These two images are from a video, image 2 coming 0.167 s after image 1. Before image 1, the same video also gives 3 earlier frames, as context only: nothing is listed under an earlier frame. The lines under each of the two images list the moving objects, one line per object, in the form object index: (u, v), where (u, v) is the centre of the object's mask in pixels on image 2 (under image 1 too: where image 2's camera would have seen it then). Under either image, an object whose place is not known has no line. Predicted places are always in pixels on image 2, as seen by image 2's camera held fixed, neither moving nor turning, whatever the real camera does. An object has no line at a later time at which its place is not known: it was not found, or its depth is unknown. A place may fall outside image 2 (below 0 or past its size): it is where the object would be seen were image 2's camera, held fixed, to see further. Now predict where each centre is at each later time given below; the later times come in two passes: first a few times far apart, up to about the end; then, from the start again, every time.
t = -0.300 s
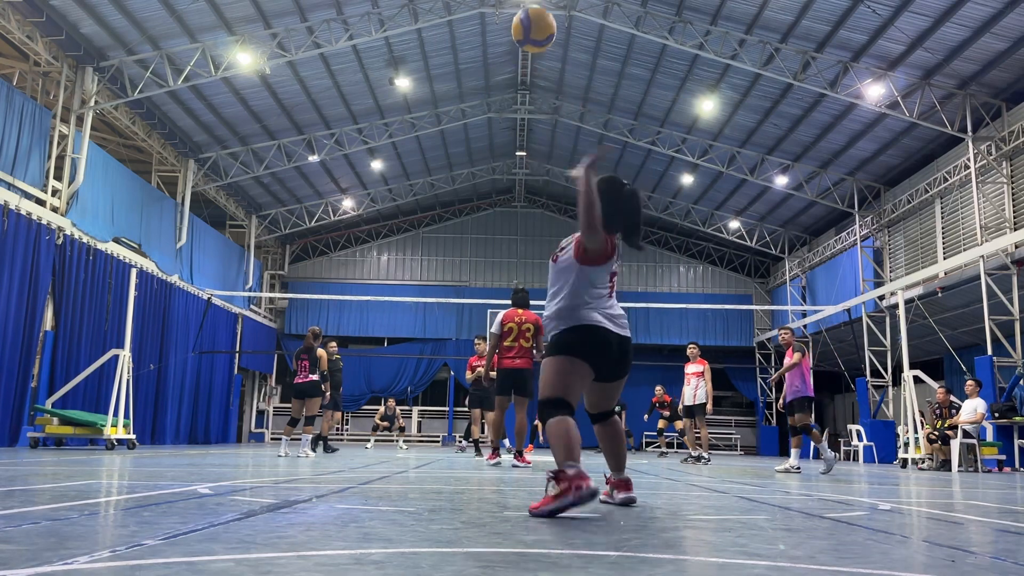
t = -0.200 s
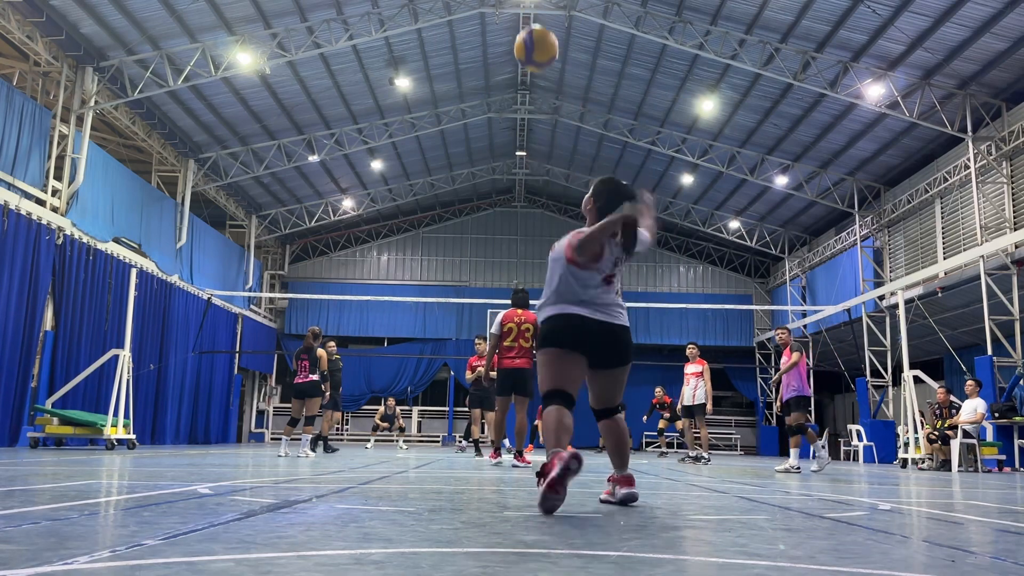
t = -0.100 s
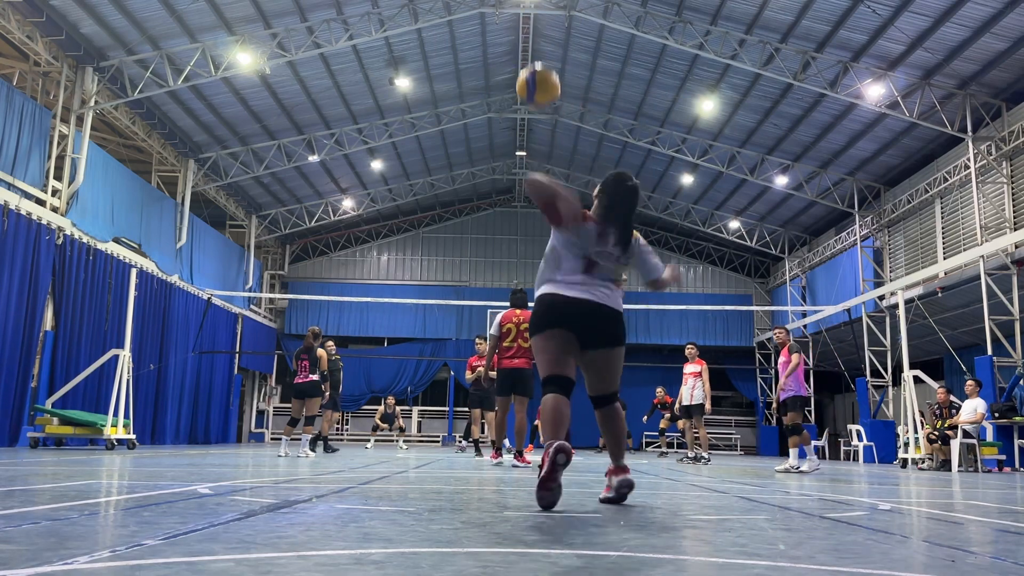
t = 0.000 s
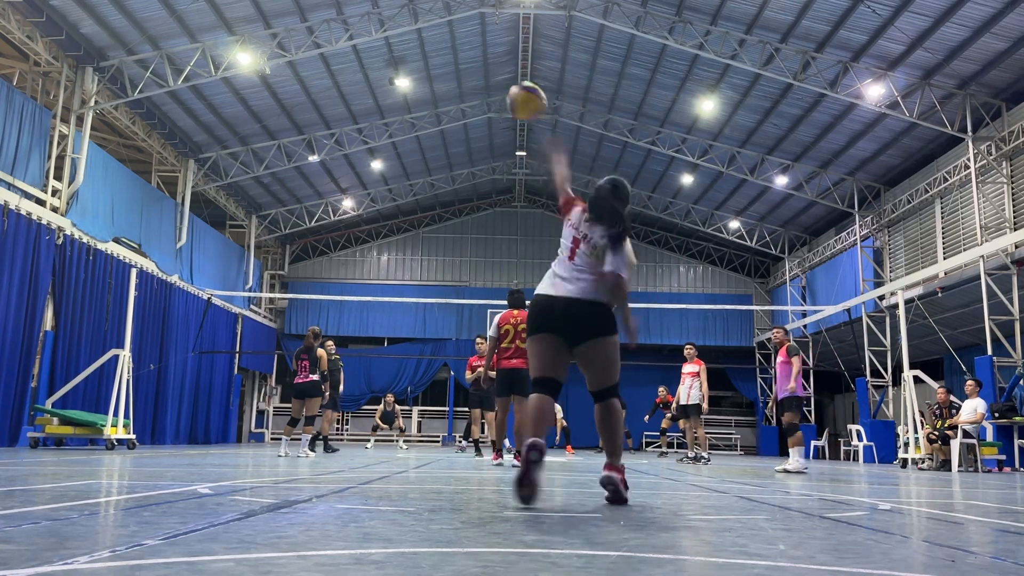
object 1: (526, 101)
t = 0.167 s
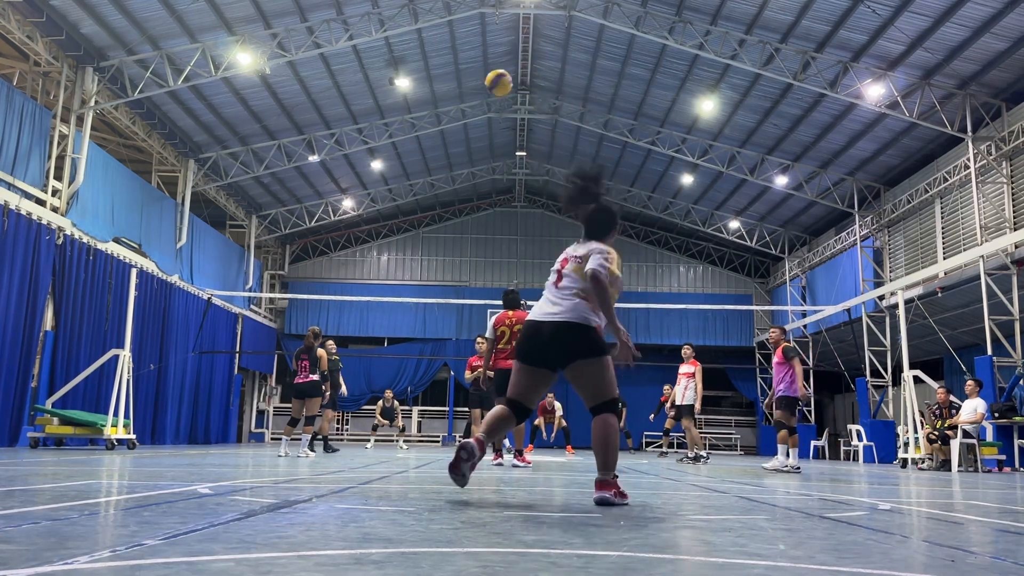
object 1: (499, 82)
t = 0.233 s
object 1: (491, 85)
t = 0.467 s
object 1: (472, 116)
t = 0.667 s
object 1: (463, 158)
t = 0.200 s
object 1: (495, 83)
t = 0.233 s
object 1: (491, 85)
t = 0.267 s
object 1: (487, 88)
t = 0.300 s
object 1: (484, 91)
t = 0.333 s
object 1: (481, 95)
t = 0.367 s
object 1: (479, 99)
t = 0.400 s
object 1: (476, 104)
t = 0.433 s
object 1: (474, 110)
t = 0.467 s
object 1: (472, 116)
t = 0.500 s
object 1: (470, 122)
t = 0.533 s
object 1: (468, 129)
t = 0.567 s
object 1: (467, 136)
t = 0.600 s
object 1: (465, 143)
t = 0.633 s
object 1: (464, 151)
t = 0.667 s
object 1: (463, 158)
